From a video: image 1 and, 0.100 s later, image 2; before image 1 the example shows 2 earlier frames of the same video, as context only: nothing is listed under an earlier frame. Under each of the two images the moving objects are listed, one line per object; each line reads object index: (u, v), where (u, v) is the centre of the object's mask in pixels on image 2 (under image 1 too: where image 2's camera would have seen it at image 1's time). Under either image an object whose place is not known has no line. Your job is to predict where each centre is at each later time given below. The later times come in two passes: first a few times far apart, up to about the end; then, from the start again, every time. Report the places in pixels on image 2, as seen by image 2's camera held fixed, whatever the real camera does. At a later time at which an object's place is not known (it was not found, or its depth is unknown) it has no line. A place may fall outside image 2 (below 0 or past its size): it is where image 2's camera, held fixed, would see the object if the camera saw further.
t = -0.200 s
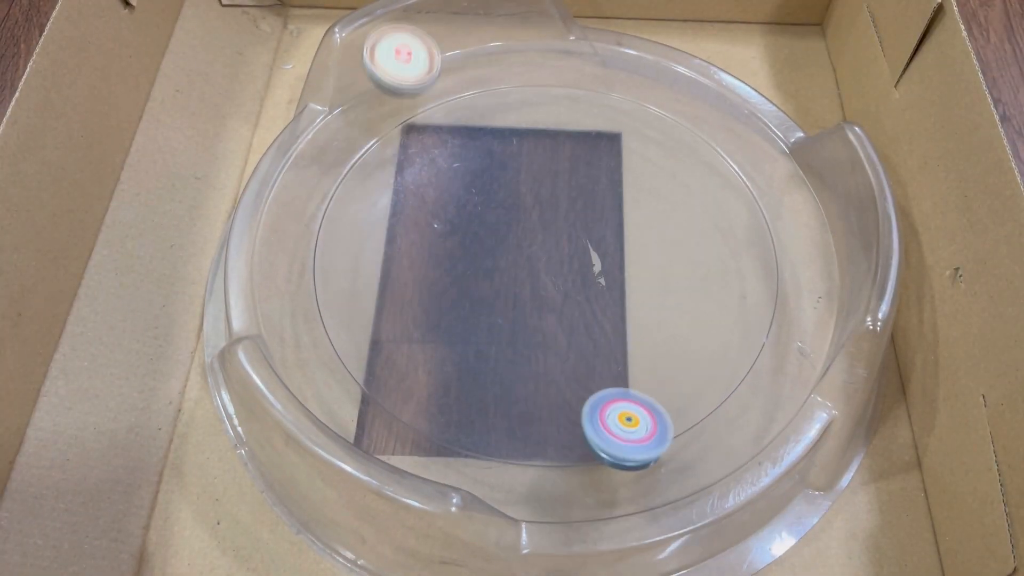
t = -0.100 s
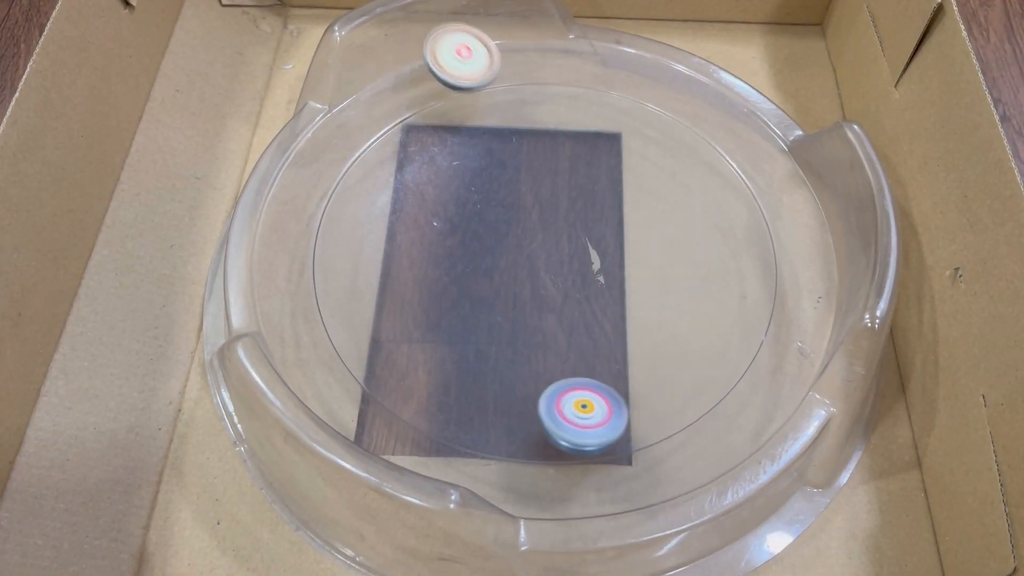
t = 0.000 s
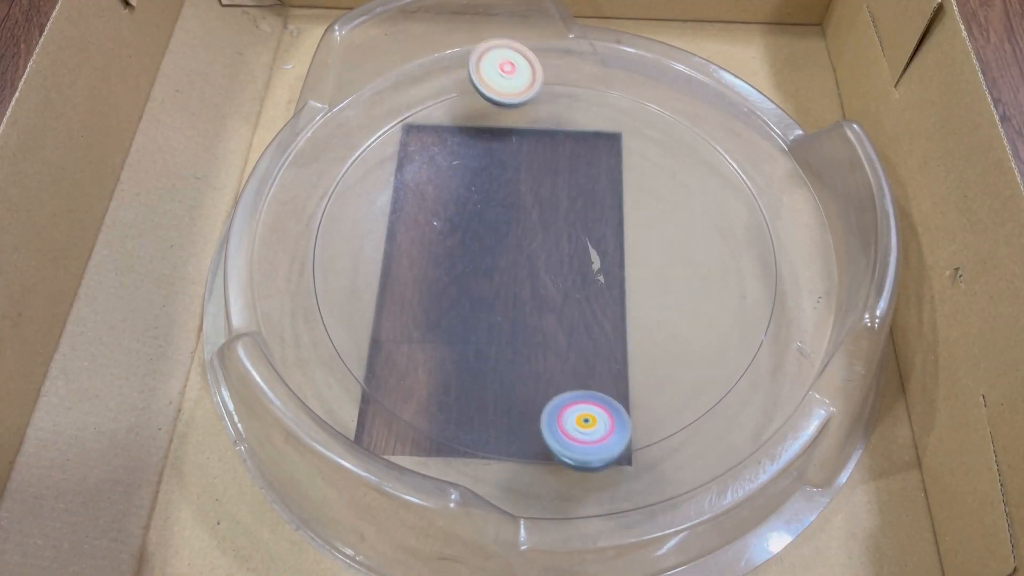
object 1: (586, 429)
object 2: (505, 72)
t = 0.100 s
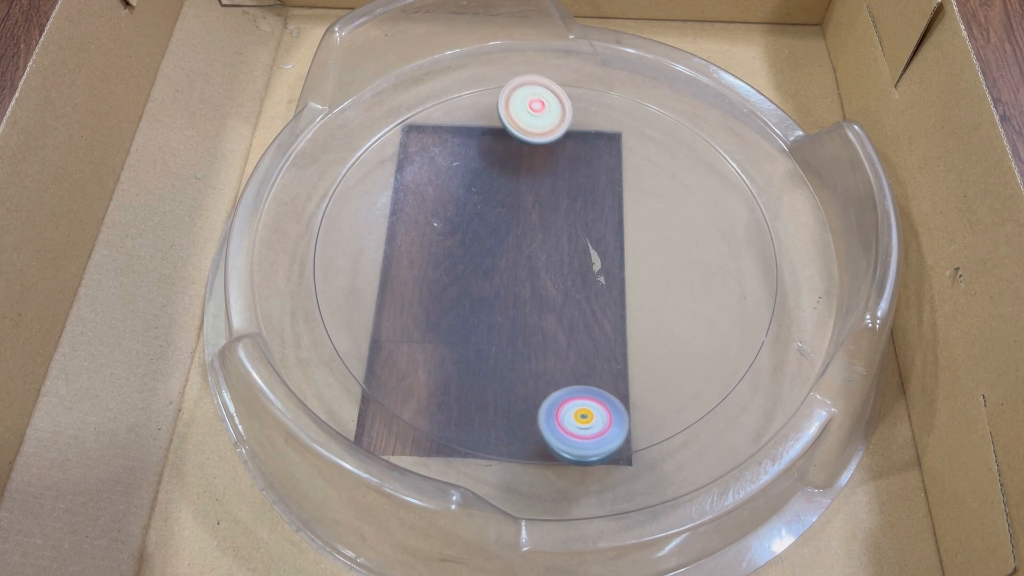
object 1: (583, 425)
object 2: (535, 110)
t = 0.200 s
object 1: (619, 428)
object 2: (549, 148)
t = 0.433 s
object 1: (662, 408)
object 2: (586, 152)
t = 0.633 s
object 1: (705, 390)
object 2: (573, 72)
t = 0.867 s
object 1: (697, 347)
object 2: (500, 177)
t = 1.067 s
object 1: (785, 340)
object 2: (472, 205)
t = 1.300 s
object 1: (676, 317)
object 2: (329, 147)
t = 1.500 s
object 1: (653, 216)
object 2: (362, 315)
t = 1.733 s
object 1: (733, 185)
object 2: (639, 358)
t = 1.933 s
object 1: (652, 152)
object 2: (800, 313)
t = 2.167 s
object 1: (623, 96)
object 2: (609, 302)
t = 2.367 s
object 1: (585, 77)
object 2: (553, 280)
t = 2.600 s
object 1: (534, 97)
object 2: (609, 299)
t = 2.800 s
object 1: (479, 98)
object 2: (531, 225)
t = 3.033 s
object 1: (439, 122)
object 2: (460, 331)
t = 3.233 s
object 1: (438, 178)
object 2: (621, 326)
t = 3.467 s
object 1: (383, 236)
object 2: (569, 179)
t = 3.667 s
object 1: (386, 245)
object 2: (420, 183)
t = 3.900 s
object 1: (390, 316)
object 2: (418, 191)
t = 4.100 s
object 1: (421, 346)
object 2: (529, 233)
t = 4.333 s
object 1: (494, 378)
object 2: (585, 116)
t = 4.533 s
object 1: (546, 391)
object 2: (485, 104)
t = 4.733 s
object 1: (602, 374)
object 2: (498, 237)
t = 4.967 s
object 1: (667, 353)
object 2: (674, 259)
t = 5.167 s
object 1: (672, 316)
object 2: (735, 163)
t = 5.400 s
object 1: (693, 247)
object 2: (600, 140)
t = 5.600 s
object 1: (704, 215)
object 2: (514, 257)
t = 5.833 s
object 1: (649, 194)
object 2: (611, 374)
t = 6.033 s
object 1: (610, 149)
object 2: (734, 344)
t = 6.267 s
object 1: (587, 147)
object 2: (641, 228)
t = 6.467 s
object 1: (521, 160)
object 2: (480, 240)
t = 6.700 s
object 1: (475, 148)
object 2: (410, 351)
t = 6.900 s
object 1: (469, 190)
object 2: (514, 410)
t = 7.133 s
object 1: (421, 237)
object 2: (607, 280)
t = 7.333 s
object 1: (425, 247)
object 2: (525, 170)
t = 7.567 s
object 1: (471, 308)
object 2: (380, 154)
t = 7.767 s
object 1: (471, 343)
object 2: (367, 252)
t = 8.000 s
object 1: (535, 374)
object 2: (487, 241)
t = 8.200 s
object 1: (565, 383)
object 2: (490, 141)
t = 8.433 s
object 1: (623, 339)
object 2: (420, 130)
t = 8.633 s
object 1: (677, 310)
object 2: (506, 213)
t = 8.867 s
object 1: (677, 272)
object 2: (644, 171)
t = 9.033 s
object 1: (663, 229)
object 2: (660, 101)
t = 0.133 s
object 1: (592, 425)
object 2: (541, 123)
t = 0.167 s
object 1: (604, 426)
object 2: (546, 136)
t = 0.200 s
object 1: (619, 428)
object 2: (549, 148)
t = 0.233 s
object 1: (628, 427)
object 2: (552, 157)
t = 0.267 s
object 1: (627, 422)
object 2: (556, 164)
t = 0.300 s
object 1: (634, 418)
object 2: (560, 167)
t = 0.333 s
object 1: (647, 416)
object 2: (566, 168)
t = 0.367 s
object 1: (662, 416)
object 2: (572, 166)
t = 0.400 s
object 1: (660, 412)
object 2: (579, 161)
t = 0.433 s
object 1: (662, 408)
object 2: (586, 152)
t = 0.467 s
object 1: (670, 404)
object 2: (592, 141)
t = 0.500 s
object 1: (682, 402)
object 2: (595, 128)
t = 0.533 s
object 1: (693, 400)
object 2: (594, 114)
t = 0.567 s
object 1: (692, 397)
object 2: (590, 100)
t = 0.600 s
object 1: (697, 393)
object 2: (583, 86)
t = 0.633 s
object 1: (705, 390)
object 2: (573, 72)
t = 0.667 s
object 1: (701, 388)
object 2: (560, 71)
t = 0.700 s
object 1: (696, 383)
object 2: (546, 77)
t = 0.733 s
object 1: (697, 377)
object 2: (533, 87)
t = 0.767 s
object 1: (699, 369)
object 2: (520, 101)
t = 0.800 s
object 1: (699, 362)
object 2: (507, 122)
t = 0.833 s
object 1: (699, 355)
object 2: (500, 148)
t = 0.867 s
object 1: (697, 347)
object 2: (500, 177)
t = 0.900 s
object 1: (690, 341)
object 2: (510, 206)
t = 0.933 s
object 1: (680, 336)
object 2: (528, 234)
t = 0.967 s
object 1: (668, 327)
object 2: (553, 257)
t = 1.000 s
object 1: (660, 315)
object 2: (582, 275)
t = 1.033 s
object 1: (718, 323)
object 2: (533, 244)
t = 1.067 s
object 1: (785, 340)
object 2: (472, 205)
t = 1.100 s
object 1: (786, 332)
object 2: (420, 167)
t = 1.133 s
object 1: (769, 329)
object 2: (376, 133)
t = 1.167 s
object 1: (748, 332)
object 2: (357, 115)
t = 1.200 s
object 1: (723, 340)
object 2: (347, 112)
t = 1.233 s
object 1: (708, 336)
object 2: (340, 121)
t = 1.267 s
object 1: (693, 328)
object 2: (335, 132)
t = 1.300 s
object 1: (676, 317)
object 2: (329, 147)
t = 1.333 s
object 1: (661, 305)
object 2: (323, 167)
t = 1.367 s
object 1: (650, 289)
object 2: (318, 192)
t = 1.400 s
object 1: (643, 270)
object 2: (317, 223)
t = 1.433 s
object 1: (642, 251)
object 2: (324, 256)
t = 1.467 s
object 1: (645, 233)
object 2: (340, 285)
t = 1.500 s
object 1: (653, 216)
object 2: (362, 315)
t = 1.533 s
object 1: (664, 201)
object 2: (391, 341)
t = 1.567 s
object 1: (679, 188)
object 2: (427, 361)
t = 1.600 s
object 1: (695, 179)
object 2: (469, 376)
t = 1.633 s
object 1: (712, 172)
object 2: (514, 383)
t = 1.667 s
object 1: (728, 166)
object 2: (558, 382)
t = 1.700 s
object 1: (737, 164)
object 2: (601, 373)
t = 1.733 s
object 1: (733, 185)
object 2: (639, 358)
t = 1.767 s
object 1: (729, 197)
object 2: (672, 336)
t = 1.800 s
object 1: (724, 203)
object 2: (698, 311)
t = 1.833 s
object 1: (716, 205)
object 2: (717, 283)
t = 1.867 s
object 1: (701, 198)
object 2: (735, 263)
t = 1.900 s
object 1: (678, 170)
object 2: (775, 284)
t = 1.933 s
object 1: (652, 152)
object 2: (800, 313)
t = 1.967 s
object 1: (638, 138)
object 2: (775, 329)
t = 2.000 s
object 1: (631, 128)
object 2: (744, 345)
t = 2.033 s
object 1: (627, 118)
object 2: (711, 343)
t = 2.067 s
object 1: (625, 106)
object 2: (681, 337)
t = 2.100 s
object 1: (622, 93)
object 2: (653, 328)
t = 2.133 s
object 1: (621, 86)
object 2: (629, 316)
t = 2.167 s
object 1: (623, 96)
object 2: (609, 302)
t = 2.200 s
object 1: (622, 100)
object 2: (594, 289)
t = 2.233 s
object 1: (617, 99)
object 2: (582, 279)
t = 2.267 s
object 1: (610, 96)
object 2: (574, 272)
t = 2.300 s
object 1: (602, 90)
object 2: (566, 271)
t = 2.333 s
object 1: (594, 84)
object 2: (558, 274)
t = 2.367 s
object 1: (585, 77)
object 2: (553, 280)
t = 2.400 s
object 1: (582, 85)
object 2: (549, 289)
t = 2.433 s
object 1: (579, 92)
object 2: (550, 299)
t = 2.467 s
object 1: (572, 96)
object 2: (555, 308)
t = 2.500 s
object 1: (564, 97)
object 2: (566, 314)
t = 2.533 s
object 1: (554, 97)
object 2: (582, 316)
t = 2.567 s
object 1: (543, 97)
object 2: (597, 311)
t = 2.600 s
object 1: (534, 97)
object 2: (609, 299)
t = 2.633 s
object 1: (524, 97)
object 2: (613, 283)
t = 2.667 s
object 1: (515, 96)
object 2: (609, 265)
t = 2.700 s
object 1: (505, 96)
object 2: (597, 249)
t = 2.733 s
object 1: (497, 97)
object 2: (579, 237)
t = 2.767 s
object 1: (488, 97)
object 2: (556, 228)
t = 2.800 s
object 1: (479, 98)
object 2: (531, 225)
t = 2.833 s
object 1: (472, 99)
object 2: (506, 228)
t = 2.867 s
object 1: (465, 101)
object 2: (483, 236)
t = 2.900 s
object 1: (458, 103)
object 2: (464, 250)
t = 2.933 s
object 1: (452, 107)
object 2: (450, 267)
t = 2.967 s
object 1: (447, 111)
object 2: (445, 288)
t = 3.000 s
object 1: (443, 117)
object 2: (448, 311)
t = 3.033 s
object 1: (439, 122)
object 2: (460, 331)
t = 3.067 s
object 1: (438, 130)
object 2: (482, 349)
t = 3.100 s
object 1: (438, 137)
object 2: (510, 360)
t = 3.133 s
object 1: (440, 145)
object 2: (542, 363)
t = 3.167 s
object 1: (441, 154)
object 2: (573, 358)
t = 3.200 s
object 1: (440, 165)
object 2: (601, 345)
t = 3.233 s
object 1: (438, 178)
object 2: (621, 326)
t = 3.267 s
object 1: (434, 190)
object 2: (634, 303)
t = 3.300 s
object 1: (428, 201)
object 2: (639, 278)
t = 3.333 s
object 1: (420, 212)
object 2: (636, 254)
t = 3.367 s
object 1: (412, 221)
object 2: (626, 231)
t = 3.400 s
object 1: (402, 227)
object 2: (611, 210)
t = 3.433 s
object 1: (392, 232)
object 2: (592, 193)
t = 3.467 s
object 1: (383, 236)
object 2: (569, 179)
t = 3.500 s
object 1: (375, 237)
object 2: (544, 169)
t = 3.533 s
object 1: (370, 237)
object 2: (517, 164)
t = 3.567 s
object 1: (369, 237)
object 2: (489, 163)
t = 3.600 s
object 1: (372, 238)
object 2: (463, 167)
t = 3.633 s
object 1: (379, 239)
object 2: (438, 175)
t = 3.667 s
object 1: (386, 245)
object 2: (420, 183)
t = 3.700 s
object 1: (385, 262)
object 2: (422, 172)
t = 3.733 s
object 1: (387, 275)
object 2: (426, 167)
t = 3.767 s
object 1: (387, 284)
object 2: (428, 165)
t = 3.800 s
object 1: (387, 293)
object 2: (428, 167)
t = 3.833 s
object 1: (388, 302)
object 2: (425, 171)
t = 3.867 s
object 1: (388, 309)
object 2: (421, 179)
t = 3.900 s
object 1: (390, 316)
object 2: (418, 191)
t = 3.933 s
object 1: (392, 321)
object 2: (423, 206)
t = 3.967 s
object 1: (395, 327)
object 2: (436, 221)
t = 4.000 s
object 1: (401, 332)
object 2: (457, 232)
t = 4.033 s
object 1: (406, 338)
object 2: (480, 238)
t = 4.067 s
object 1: (413, 341)
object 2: (506, 238)
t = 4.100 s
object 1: (421, 346)
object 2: (529, 233)
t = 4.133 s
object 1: (430, 350)
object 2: (552, 223)
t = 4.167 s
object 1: (440, 354)
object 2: (570, 208)
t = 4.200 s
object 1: (451, 359)
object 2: (584, 191)
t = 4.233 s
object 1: (462, 364)
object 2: (592, 173)
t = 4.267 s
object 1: (473, 369)
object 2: (595, 153)
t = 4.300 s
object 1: (483, 373)
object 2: (593, 134)
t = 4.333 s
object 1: (494, 378)
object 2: (585, 116)
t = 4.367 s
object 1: (504, 382)
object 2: (572, 102)
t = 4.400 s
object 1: (513, 386)
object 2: (555, 93)
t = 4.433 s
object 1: (521, 389)
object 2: (537, 86)
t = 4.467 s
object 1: (530, 390)
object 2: (518, 86)
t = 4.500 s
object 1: (538, 391)
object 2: (500, 92)
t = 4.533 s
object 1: (546, 391)
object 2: (485, 104)
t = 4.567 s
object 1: (554, 391)
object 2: (474, 122)
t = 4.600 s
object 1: (563, 388)
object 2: (466, 144)
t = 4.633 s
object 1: (572, 385)
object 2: (464, 167)
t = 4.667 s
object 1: (582, 381)
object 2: (468, 191)
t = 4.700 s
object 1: (591, 377)
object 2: (480, 215)
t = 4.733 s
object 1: (602, 374)
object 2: (498, 237)
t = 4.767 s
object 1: (613, 370)
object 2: (521, 254)
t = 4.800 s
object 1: (624, 367)
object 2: (547, 267)
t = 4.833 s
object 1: (635, 364)
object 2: (573, 275)
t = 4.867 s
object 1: (645, 361)
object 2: (600, 277)
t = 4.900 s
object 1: (654, 358)
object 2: (627, 275)
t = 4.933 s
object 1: (661, 356)
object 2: (651, 269)
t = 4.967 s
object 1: (667, 353)
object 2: (674, 259)
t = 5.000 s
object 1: (670, 349)
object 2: (693, 246)
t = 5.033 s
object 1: (672, 345)
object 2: (709, 231)
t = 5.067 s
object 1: (673, 340)
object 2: (722, 214)
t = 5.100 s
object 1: (673, 333)
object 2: (731, 197)
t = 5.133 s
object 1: (673, 325)
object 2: (736, 179)
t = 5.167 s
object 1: (672, 316)
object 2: (735, 163)
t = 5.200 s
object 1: (673, 306)
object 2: (728, 148)
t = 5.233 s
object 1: (674, 295)
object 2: (716, 136)
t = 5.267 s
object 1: (676, 285)
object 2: (698, 128)
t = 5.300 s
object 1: (679, 275)
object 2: (676, 125)
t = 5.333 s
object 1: (684, 265)
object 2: (652, 126)
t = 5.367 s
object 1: (688, 256)
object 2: (626, 131)
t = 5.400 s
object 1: (693, 247)
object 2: (600, 140)
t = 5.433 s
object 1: (697, 240)
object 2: (576, 153)
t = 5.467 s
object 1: (701, 233)
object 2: (555, 170)
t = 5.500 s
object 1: (703, 228)
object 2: (538, 190)
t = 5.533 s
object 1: (705, 223)
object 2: (525, 212)
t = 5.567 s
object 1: (705, 218)
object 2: (517, 235)
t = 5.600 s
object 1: (704, 215)
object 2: (514, 257)
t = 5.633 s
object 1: (700, 212)
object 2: (516, 278)
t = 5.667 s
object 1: (695, 210)
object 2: (522, 299)
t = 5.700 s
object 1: (688, 209)
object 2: (532, 320)
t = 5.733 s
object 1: (679, 207)
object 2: (547, 338)
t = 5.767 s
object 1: (670, 204)
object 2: (565, 353)
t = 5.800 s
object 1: (660, 199)
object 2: (587, 365)
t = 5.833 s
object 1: (649, 194)
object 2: (611, 374)
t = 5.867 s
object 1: (639, 187)
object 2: (637, 379)
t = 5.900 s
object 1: (631, 179)
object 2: (664, 382)
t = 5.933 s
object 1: (623, 171)
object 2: (689, 382)
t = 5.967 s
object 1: (618, 164)
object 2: (711, 378)
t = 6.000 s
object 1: (613, 156)
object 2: (725, 362)
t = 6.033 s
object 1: (610, 149)
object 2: (734, 344)
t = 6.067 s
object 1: (607, 143)
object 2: (736, 326)
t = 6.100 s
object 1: (605, 139)
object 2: (733, 306)
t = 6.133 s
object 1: (604, 137)
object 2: (724, 287)
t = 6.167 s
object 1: (601, 137)
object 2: (710, 269)
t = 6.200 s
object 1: (598, 138)
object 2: (691, 252)
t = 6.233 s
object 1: (593, 142)
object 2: (668, 239)
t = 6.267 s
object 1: (587, 147)
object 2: (641, 228)
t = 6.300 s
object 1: (579, 151)
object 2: (613, 222)
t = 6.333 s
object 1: (568, 155)
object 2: (585, 219)
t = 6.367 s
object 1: (557, 158)
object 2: (557, 220)
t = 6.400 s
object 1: (545, 160)
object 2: (530, 225)
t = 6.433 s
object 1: (533, 161)
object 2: (504, 231)
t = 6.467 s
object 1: (521, 160)
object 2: (480, 240)
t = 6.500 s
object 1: (510, 159)
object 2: (459, 251)
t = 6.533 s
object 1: (500, 157)
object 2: (442, 264)
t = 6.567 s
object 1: (491, 155)
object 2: (427, 279)
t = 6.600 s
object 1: (484, 152)
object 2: (415, 295)
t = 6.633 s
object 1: (479, 150)
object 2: (409, 313)
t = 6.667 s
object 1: (476, 148)
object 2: (407, 332)
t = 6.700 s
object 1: (475, 148)
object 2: (410, 351)
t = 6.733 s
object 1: (474, 150)
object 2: (416, 369)
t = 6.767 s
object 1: (475, 155)
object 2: (427, 386)
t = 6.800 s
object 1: (476, 162)
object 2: (443, 400)
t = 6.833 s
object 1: (475, 171)
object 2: (464, 410)
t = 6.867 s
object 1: (473, 181)
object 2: (488, 413)
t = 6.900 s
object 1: (469, 190)
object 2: (514, 410)
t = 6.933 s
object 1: (464, 200)
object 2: (539, 400)
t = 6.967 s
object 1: (458, 208)
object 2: (563, 387)
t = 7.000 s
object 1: (451, 216)
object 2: (583, 370)
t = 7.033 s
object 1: (443, 224)
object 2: (598, 349)
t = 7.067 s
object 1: (436, 229)
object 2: (606, 326)
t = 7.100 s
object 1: (428, 233)
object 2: (609, 303)
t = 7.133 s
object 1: (421, 237)
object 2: (607, 280)
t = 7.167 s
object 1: (415, 239)
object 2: (600, 257)
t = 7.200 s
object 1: (412, 239)
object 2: (590, 236)
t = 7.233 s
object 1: (411, 239)
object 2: (577, 217)
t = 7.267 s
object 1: (413, 240)
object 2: (562, 199)
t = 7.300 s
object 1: (418, 243)
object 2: (544, 183)
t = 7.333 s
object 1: (425, 247)
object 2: (525, 170)
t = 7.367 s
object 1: (433, 252)
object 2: (505, 159)
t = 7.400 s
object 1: (442, 260)
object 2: (484, 150)
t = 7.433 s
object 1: (450, 269)
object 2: (462, 144)
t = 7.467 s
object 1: (457, 278)
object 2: (440, 142)
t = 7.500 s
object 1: (463, 288)
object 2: (420, 144)
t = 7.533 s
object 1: (468, 298)
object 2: (399, 148)
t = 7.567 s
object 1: (471, 308)
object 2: (380, 154)
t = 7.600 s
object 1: (473, 317)
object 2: (363, 165)
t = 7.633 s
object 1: (474, 325)
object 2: (351, 178)
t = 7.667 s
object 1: (474, 333)
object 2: (345, 195)
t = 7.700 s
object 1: (473, 337)
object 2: (345, 213)
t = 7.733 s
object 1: (471, 341)
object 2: (353, 233)
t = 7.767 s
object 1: (471, 343)
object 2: (367, 252)
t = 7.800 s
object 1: (472, 342)
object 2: (386, 271)
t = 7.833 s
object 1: (476, 341)
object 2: (409, 286)
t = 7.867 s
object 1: (489, 345)
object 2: (426, 289)
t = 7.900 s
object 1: (504, 352)
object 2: (443, 279)
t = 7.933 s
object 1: (518, 361)
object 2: (458, 268)
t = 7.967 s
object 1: (527, 368)
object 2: (474, 256)
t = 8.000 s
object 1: (535, 374)
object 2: (487, 241)
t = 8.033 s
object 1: (542, 380)
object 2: (496, 224)
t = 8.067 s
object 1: (548, 384)
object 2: (501, 208)
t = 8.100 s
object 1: (552, 386)
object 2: (503, 190)
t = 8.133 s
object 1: (556, 387)
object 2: (502, 173)
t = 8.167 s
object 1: (560, 387)
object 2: (497, 156)
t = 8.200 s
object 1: (565, 383)
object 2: (490, 141)
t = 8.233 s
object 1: (570, 378)
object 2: (480, 128)
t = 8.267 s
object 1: (577, 372)
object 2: (466, 117)
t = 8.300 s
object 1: (585, 365)
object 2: (451, 111)
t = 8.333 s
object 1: (593, 358)
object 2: (439, 108)
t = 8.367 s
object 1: (603, 351)
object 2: (428, 110)
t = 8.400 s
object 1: (613, 345)
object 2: (421, 117)
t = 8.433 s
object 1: (623, 339)
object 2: (420, 130)
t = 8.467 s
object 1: (634, 332)
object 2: (423, 147)
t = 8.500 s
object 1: (644, 327)
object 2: (430, 165)
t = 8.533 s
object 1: (654, 322)
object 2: (444, 182)
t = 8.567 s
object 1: (663, 318)
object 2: (462, 196)
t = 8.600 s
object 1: (671, 313)
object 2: (483, 206)
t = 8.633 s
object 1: (677, 310)
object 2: (506, 213)
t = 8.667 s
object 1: (682, 306)
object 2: (529, 216)
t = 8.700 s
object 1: (684, 302)
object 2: (552, 216)
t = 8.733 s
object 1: (685, 297)
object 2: (575, 211)
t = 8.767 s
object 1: (685, 292)
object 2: (595, 204)
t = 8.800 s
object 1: (683, 286)
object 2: (614, 195)
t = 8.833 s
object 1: (681, 280)
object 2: (630, 184)
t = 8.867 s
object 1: (677, 272)
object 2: (644, 171)
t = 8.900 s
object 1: (674, 264)
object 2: (653, 156)
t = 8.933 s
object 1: (671, 256)
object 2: (658, 139)
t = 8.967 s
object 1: (668, 247)
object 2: (661, 125)
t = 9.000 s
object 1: (665, 238)
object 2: (661, 112)
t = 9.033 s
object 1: (663, 229)
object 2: (660, 101)
